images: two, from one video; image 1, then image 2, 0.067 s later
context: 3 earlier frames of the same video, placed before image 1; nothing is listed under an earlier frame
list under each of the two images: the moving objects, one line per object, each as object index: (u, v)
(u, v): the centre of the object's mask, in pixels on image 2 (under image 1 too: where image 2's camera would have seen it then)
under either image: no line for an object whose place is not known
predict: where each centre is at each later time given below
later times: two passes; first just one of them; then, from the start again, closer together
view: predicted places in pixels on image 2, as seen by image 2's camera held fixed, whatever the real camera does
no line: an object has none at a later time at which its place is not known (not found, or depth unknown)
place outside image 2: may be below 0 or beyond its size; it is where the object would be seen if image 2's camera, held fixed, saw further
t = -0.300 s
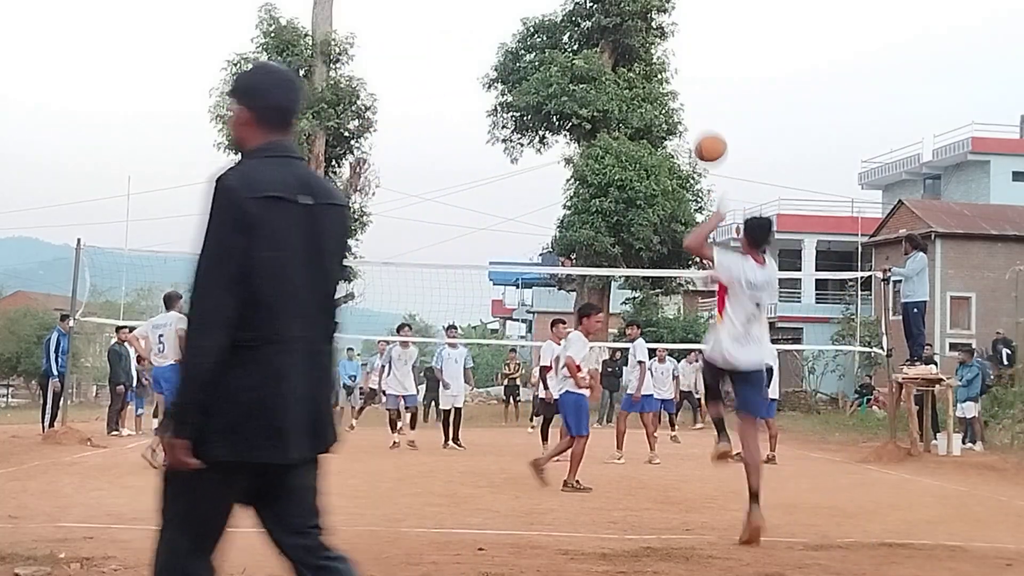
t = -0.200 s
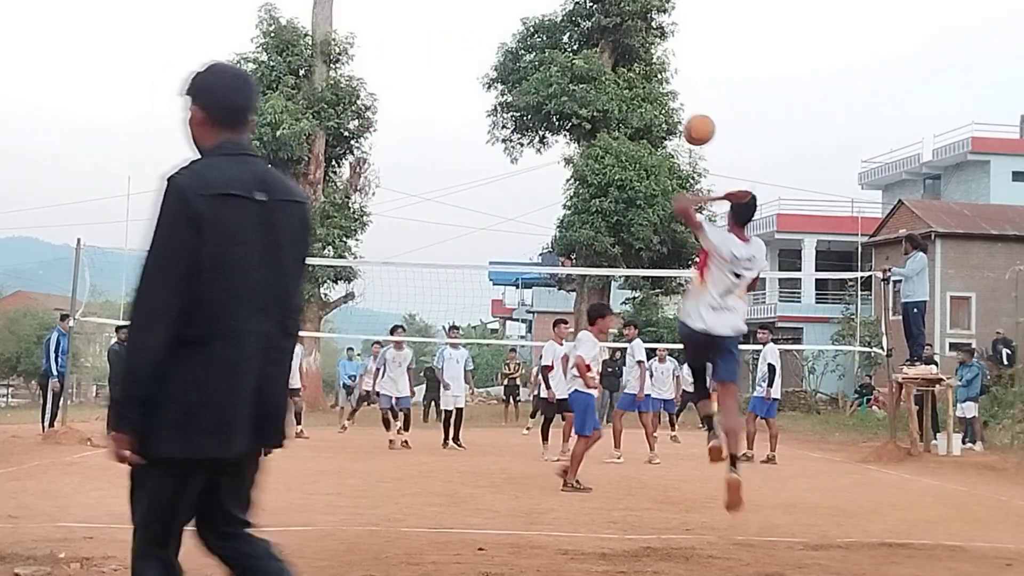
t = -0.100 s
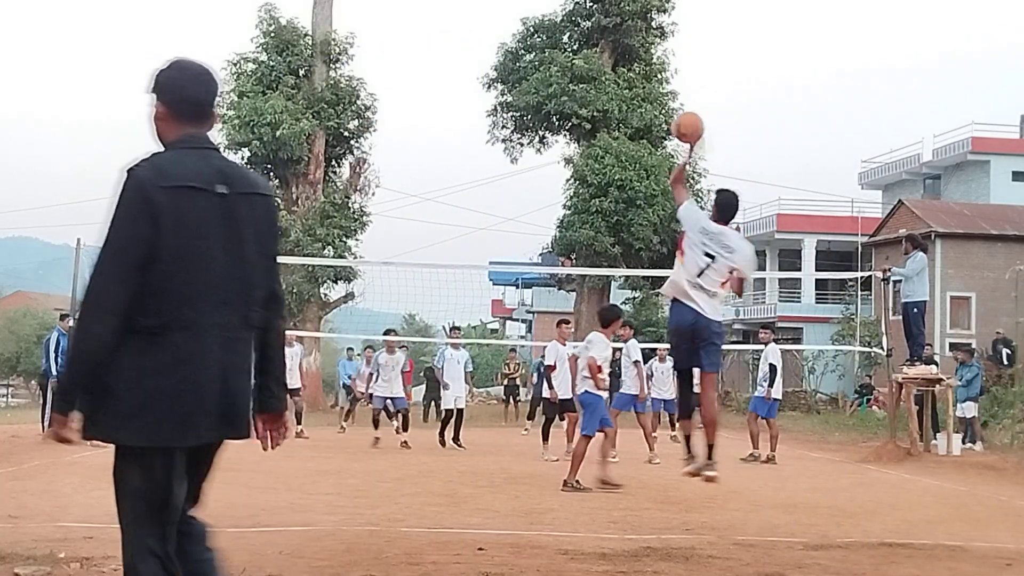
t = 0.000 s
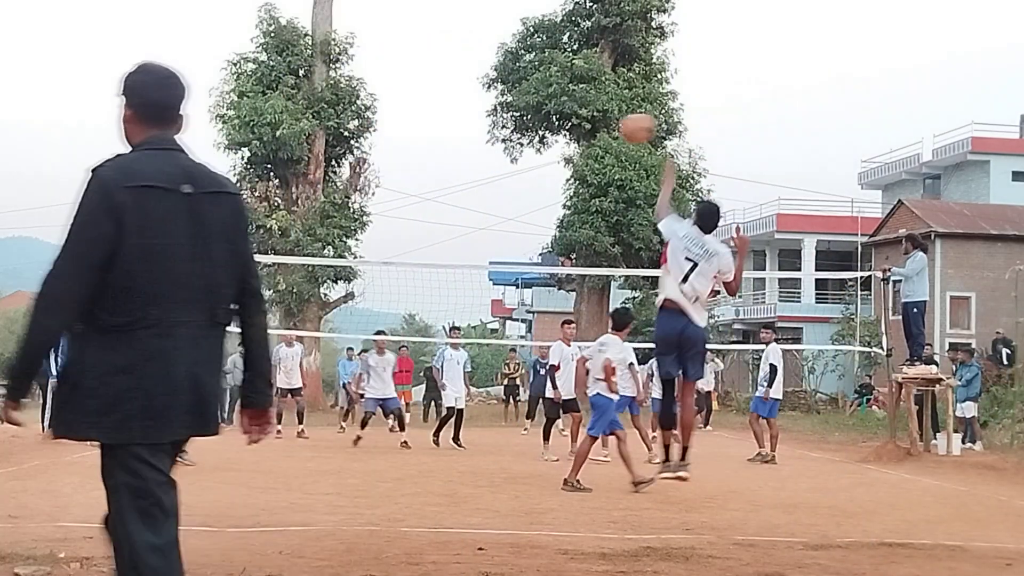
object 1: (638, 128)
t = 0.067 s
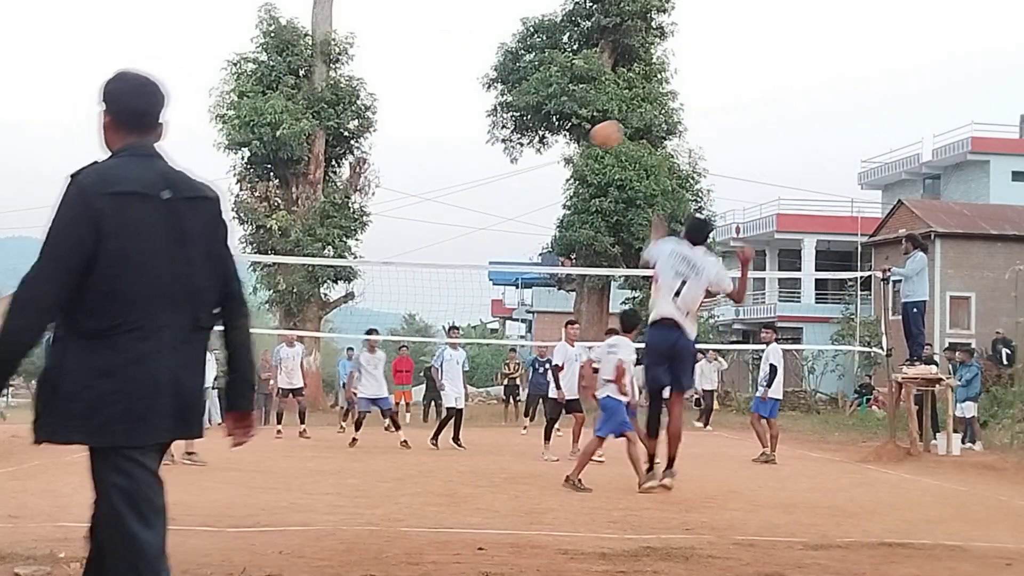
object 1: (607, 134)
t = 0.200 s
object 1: (562, 158)
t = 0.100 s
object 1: (593, 140)
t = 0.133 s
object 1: (585, 144)
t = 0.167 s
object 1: (574, 151)
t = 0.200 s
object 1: (562, 158)
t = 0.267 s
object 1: (543, 174)
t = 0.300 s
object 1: (535, 183)
